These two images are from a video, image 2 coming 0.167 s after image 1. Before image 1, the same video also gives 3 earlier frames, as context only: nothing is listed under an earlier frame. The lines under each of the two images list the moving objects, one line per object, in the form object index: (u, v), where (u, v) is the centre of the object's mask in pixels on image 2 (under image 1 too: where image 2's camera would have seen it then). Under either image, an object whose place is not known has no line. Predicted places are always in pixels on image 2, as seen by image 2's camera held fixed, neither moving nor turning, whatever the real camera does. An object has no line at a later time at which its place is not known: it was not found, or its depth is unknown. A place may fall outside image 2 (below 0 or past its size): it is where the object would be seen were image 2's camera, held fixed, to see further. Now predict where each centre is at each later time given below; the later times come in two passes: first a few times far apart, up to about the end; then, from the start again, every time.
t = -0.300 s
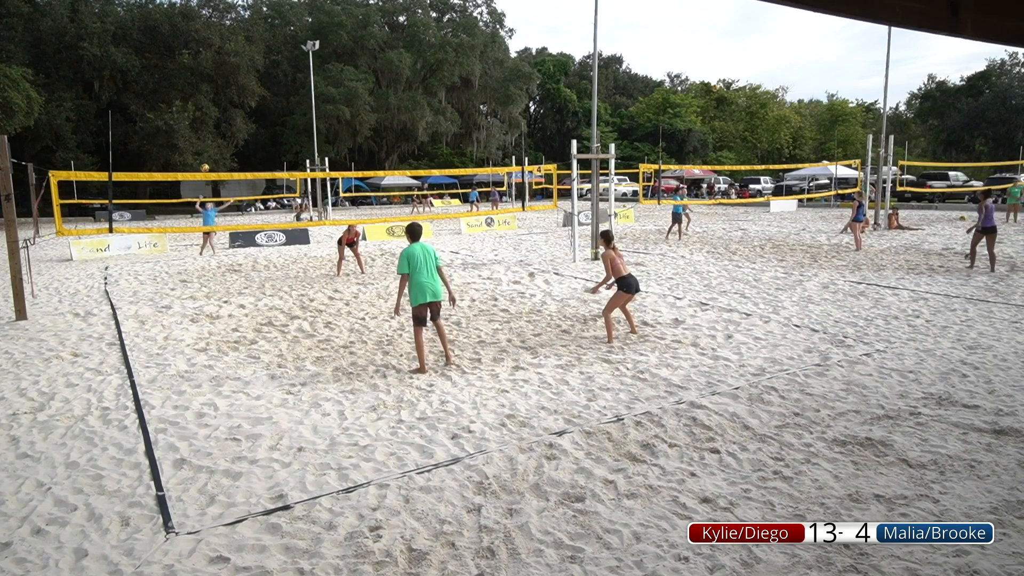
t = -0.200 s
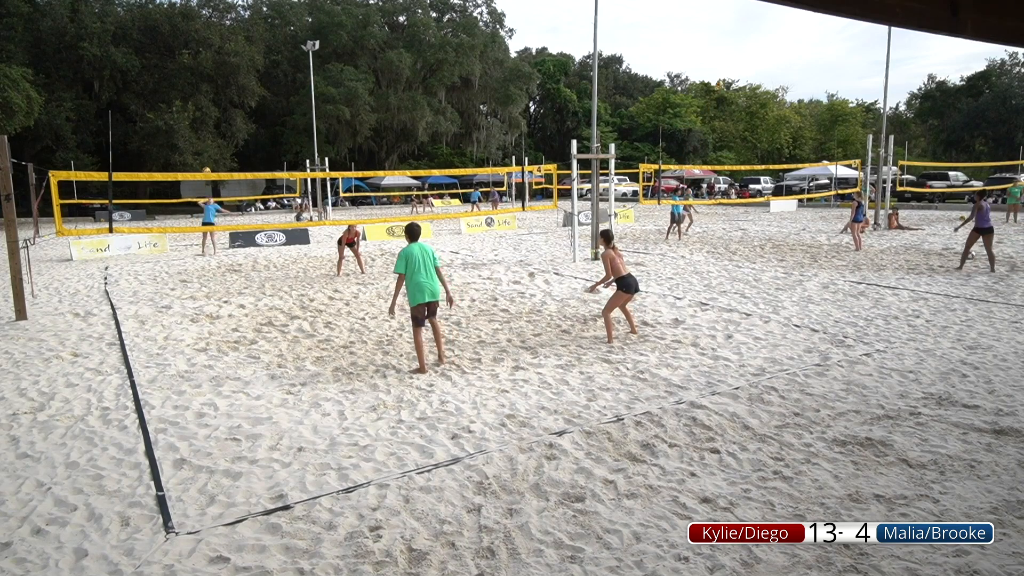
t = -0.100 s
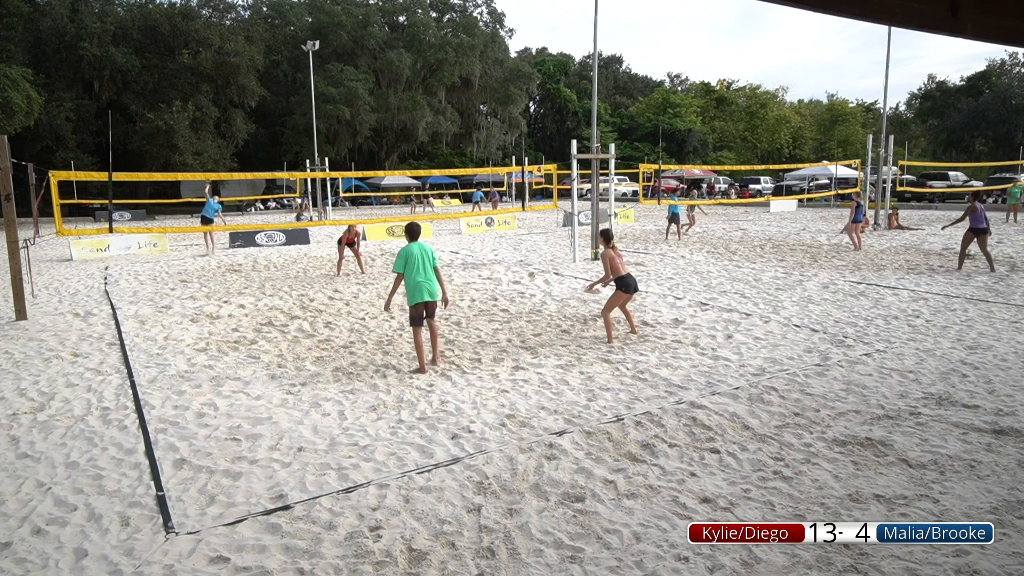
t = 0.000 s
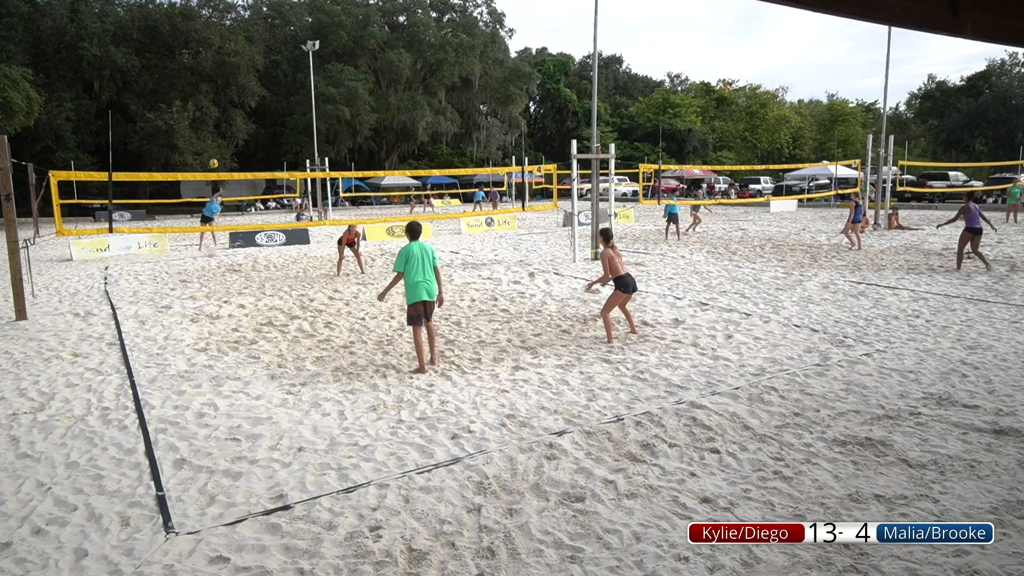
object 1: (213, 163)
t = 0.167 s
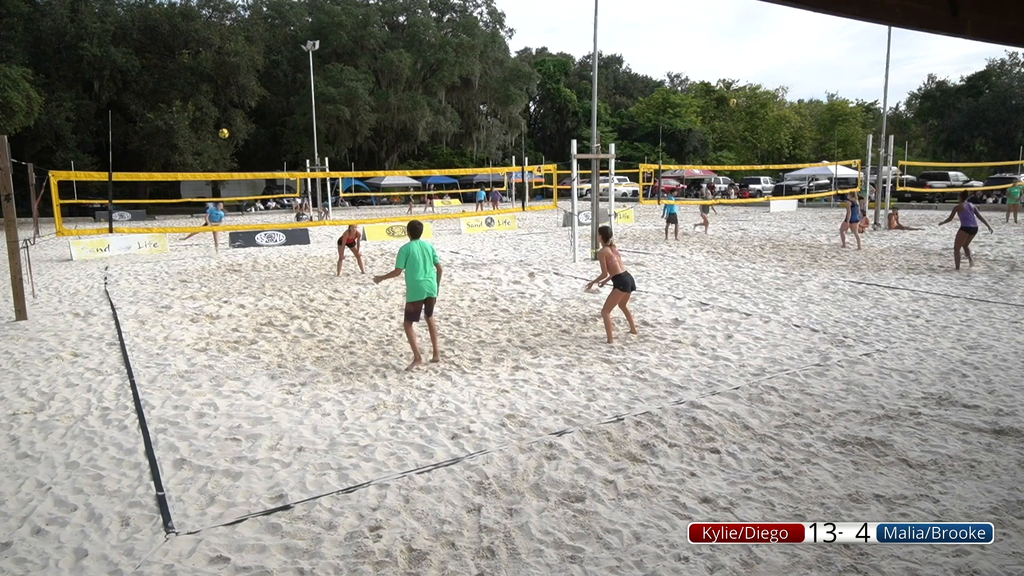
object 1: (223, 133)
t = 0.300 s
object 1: (232, 115)
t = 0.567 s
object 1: (257, 96)
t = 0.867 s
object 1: (295, 118)
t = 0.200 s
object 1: (225, 128)
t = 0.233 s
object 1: (228, 124)
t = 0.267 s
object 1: (230, 119)
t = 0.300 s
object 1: (232, 115)
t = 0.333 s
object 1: (235, 111)
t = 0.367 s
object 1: (238, 107)
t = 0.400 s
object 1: (240, 104)
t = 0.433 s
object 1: (243, 101)
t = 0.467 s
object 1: (246, 99)
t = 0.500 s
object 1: (249, 97)
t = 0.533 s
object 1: (253, 96)
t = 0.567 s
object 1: (257, 96)
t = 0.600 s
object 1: (260, 95)
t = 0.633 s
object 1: (265, 96)
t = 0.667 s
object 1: (268, 97)
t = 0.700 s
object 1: (273, 98)
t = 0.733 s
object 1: (277, 101)
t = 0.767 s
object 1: (281, 103)
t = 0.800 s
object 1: (285, 107)
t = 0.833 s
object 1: (290, 112)
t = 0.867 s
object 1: (295, 118)
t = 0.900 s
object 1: (299, 125)
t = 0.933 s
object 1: (305, 133)
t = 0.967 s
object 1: (310, 142)
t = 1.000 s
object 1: (316, 153)
